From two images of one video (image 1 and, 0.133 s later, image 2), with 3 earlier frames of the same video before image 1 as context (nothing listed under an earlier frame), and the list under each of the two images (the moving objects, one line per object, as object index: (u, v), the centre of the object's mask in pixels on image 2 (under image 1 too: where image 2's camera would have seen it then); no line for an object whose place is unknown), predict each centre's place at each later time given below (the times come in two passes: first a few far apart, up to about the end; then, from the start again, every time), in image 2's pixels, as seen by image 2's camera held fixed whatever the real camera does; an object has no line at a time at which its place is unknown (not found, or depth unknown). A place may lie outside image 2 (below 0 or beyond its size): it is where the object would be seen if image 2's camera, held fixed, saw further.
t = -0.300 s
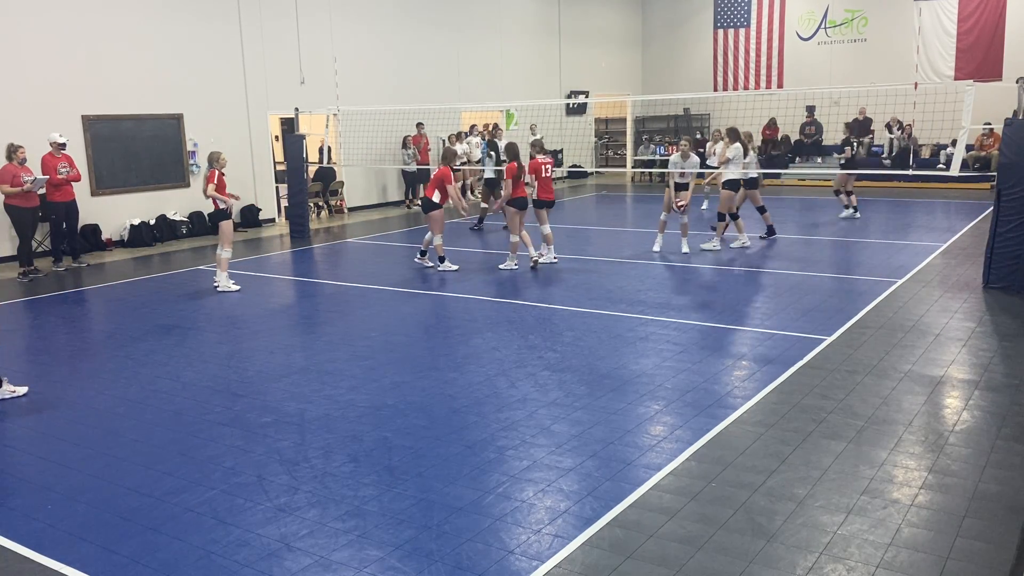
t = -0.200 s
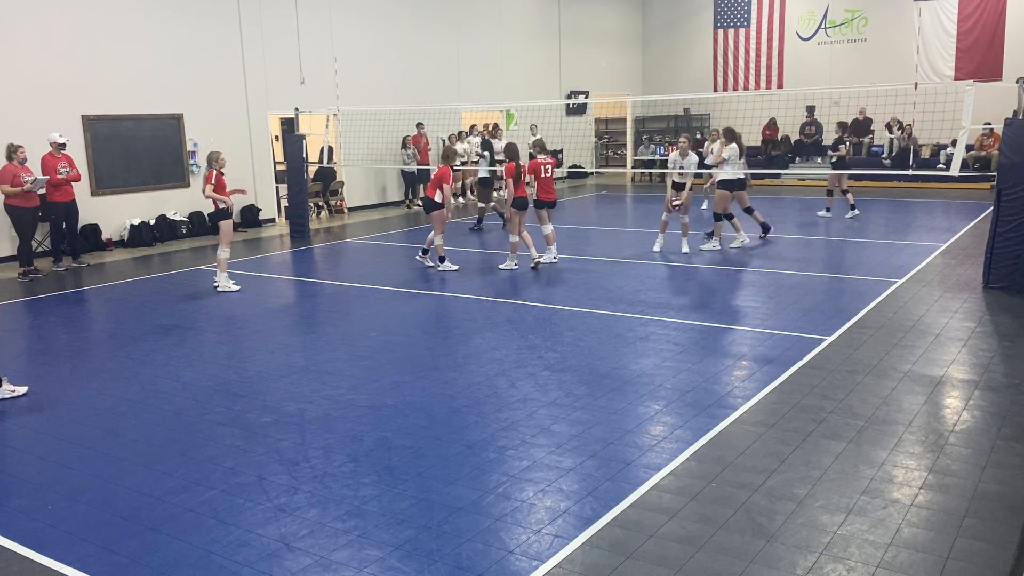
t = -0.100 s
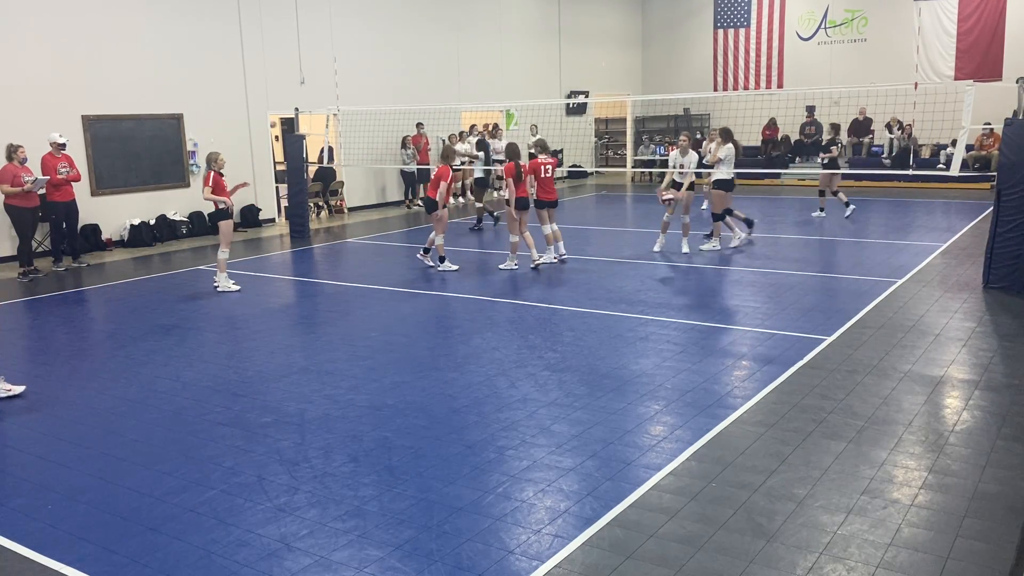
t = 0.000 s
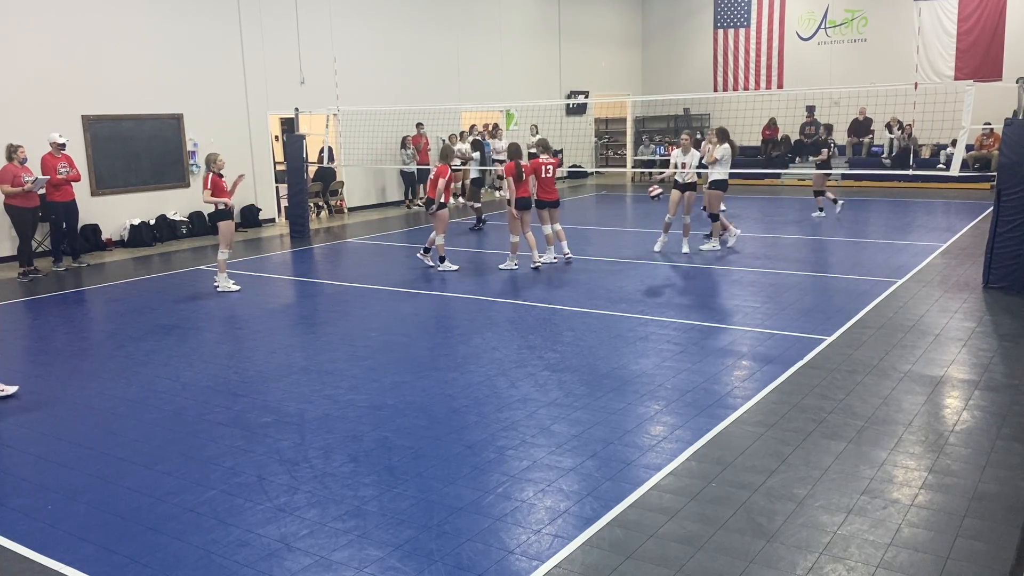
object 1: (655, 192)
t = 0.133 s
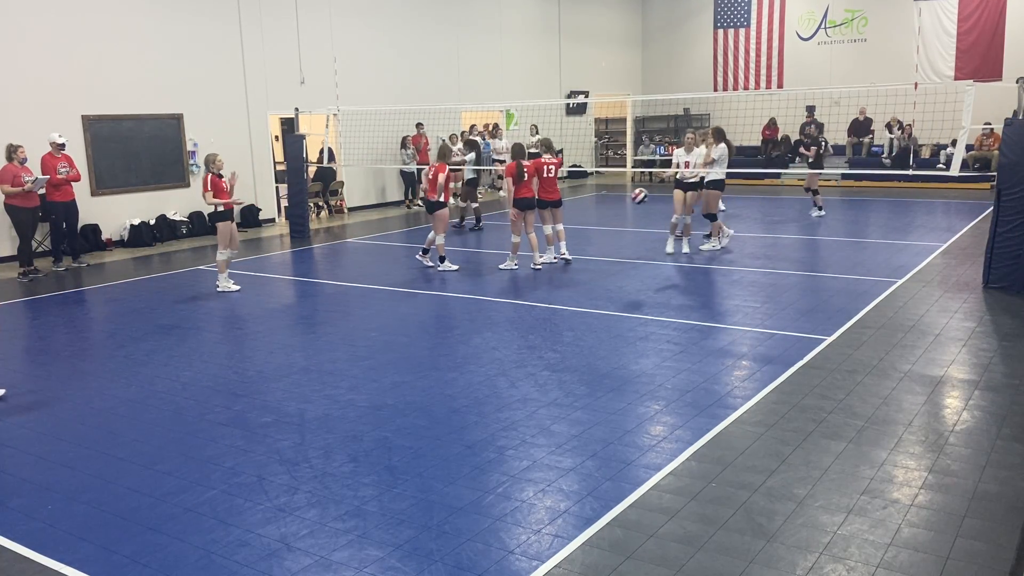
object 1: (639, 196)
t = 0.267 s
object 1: (623, 214)
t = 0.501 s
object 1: (592, 285)
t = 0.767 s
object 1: (567, 249)
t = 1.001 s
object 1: (543, 263)
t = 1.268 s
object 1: (514, 308)
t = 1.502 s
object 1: (485, 297)
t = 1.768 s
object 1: (449, 346)
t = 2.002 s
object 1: (410, 343)
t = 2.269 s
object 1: (362, 372)
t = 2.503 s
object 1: (317, 406)
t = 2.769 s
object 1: (257, 424)
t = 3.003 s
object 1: (199, 446)
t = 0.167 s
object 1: (635, 199)
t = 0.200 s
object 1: (632, 203)
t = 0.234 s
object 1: (627, 208)
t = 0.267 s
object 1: (623, 214)
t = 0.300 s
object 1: (619, 220)
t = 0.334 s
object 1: (614, 229)
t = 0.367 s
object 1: (610, 237)
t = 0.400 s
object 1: (606, 247)
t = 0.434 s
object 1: (602, 257)
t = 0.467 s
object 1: (597, 269)
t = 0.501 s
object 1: (592, 285)
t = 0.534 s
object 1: (588, 282)
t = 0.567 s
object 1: (585, 275)
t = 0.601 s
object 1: (582, 269)
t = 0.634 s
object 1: (579, 263)
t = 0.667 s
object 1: (576, 258)
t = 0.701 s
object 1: (572, 255)
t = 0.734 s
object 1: (569, 251)
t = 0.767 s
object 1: (567, 249)
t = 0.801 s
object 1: (562, 248)
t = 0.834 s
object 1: (560, 248)
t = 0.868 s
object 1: (556, 250)
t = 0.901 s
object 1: (552, 251)
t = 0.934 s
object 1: (549, 253)
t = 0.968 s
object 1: (545, 257)
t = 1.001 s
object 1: (543, 263)
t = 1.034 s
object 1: (540, 269)
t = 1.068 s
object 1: (536, 275)
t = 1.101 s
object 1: (532, 285)
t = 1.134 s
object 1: (529, 293)
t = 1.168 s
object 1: (526, 304)
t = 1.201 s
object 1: (523, 317)
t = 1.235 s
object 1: (518, 313)
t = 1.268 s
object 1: (514, 308)
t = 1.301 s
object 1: (510, 303)
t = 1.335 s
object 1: (506, 300)
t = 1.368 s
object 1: (502, 297)
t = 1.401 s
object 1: (498, 296)
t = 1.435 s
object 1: (493, 295)
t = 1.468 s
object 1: (489, 296)
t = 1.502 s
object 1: (485, 297)
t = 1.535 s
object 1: (480, 300)
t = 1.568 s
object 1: (476, 305)
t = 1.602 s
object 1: (471, 310)
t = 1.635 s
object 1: (467, 317)
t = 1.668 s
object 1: (462, 325)
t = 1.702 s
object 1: (458, 335)
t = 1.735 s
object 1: (454, 345)
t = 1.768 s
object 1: (449, 346)
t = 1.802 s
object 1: (443, 342)
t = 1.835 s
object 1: (438, 339)
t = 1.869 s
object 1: (432, 337)
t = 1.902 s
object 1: (426, 336)
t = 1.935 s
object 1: (421, 338)
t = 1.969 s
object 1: (415, 340)
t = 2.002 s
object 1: (410, 343)
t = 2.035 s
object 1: (404, 347)
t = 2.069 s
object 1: (398, 353)
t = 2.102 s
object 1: (393, 360)
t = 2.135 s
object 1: (387, 371)
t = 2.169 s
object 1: (381, 379)
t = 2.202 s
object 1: (374, 375)
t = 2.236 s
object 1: (369, 373)
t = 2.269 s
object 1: (362, 372)
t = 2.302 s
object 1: (356, 373)
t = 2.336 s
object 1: (349, 374)
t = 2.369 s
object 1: (343, 377)
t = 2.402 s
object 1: (337, 381)
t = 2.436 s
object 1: (330, 388)
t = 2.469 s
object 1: (324, 396)
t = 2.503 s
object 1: (317, 406)
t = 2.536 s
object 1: (310, 408)
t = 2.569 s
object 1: (303, 405)
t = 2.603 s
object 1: (295, 404)
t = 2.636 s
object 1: (288, 405)
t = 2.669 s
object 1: (280, 407)
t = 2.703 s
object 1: (272, 411)
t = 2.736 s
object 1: (265, 417)
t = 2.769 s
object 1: (257, 424)
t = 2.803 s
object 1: (249, 433)
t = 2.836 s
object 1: (241, 437)
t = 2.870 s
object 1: (232, 436)
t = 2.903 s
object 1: (225, 436)
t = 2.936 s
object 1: (216, 437)
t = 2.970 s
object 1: (208, 441)
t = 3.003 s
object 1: (199, 446)
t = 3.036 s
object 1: (191, 452)
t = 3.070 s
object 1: (183, 462)
